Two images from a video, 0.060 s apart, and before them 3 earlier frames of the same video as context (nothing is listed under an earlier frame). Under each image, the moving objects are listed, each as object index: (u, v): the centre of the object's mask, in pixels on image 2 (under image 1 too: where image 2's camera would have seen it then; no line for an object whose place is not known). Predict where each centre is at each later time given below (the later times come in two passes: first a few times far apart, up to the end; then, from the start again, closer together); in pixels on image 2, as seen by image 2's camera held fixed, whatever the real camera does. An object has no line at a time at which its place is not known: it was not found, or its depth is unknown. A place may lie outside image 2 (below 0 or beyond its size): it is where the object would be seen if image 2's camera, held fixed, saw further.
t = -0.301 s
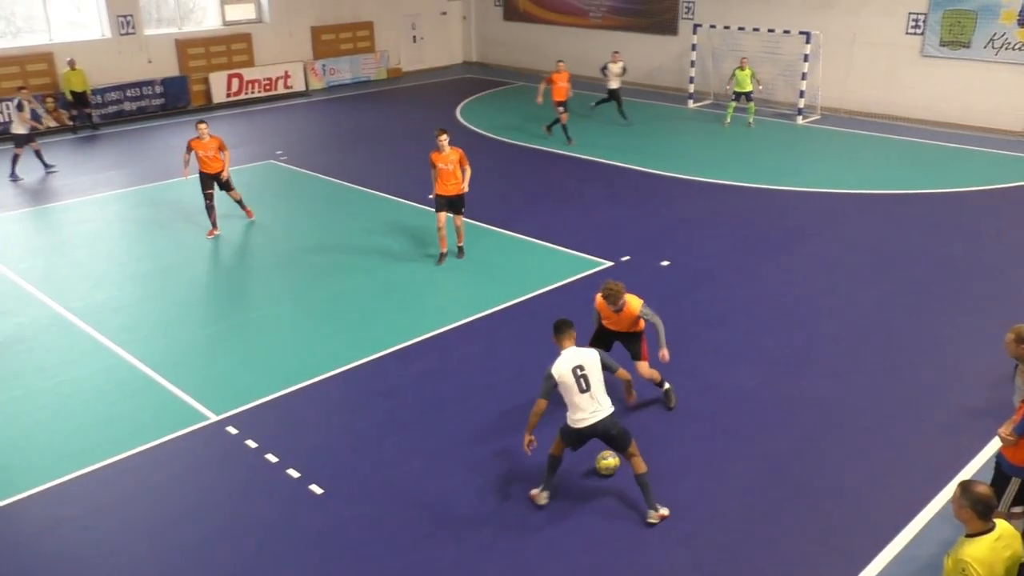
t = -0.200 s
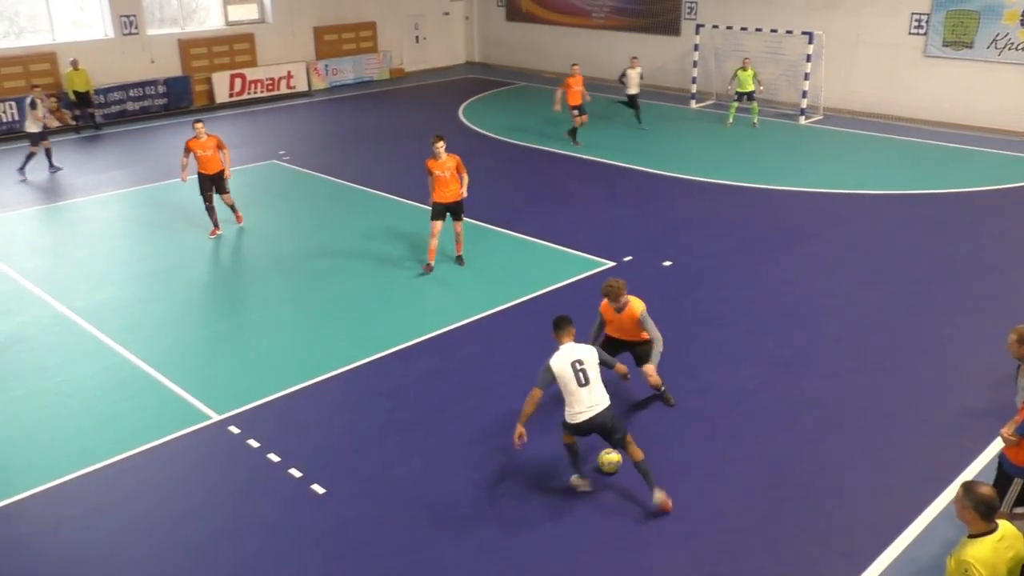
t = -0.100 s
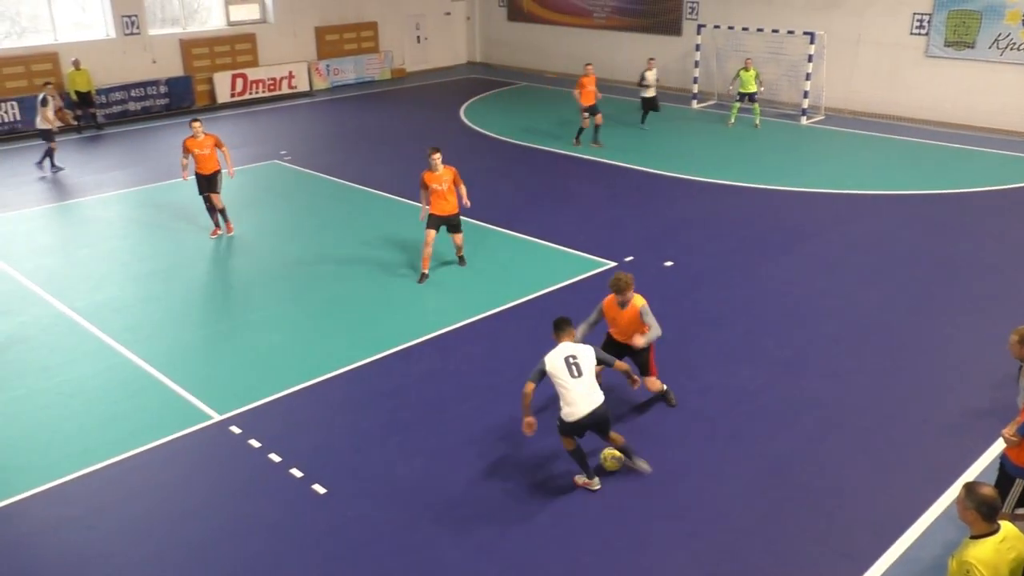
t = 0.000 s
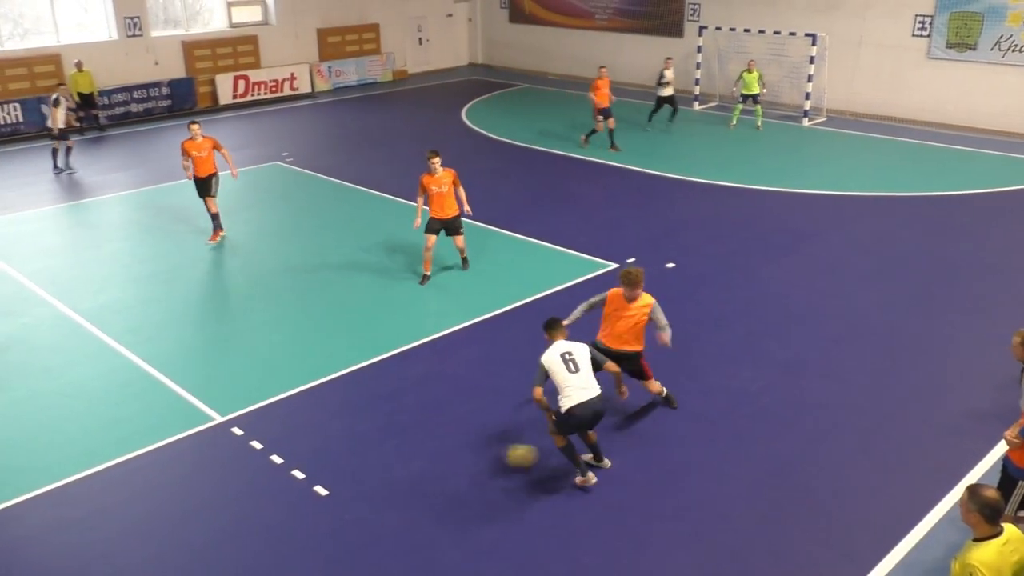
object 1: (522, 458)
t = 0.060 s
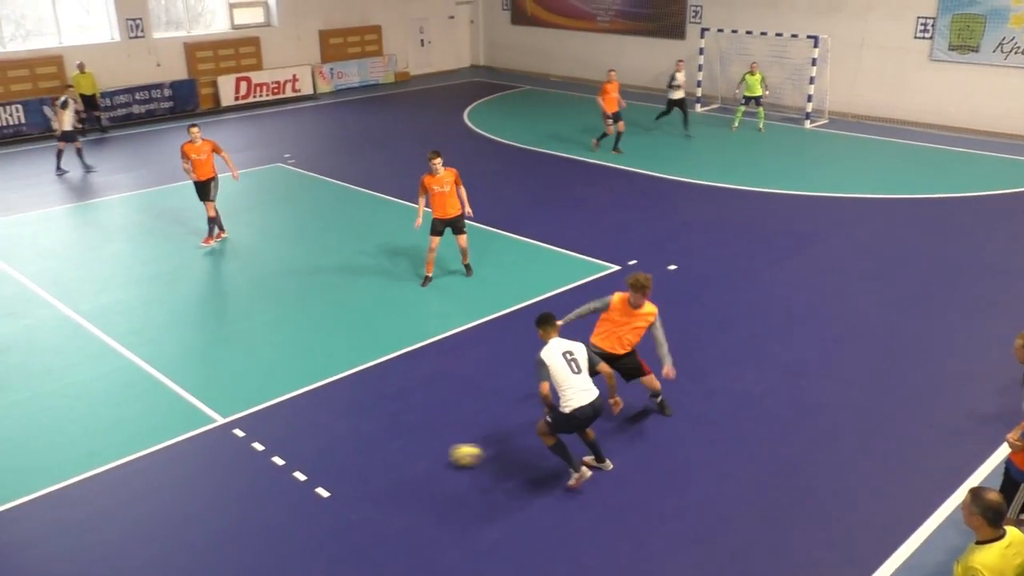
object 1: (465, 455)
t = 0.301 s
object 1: (280, 445)
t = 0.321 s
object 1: (267, 445)
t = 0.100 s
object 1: (429, 454)
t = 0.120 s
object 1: (412, 453)
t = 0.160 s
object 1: (379, 451)
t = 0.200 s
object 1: (347, 450)
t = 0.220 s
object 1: (333, 449)
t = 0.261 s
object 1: (306, 447)
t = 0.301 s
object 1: (280, 445)
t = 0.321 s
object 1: (267, 445)
